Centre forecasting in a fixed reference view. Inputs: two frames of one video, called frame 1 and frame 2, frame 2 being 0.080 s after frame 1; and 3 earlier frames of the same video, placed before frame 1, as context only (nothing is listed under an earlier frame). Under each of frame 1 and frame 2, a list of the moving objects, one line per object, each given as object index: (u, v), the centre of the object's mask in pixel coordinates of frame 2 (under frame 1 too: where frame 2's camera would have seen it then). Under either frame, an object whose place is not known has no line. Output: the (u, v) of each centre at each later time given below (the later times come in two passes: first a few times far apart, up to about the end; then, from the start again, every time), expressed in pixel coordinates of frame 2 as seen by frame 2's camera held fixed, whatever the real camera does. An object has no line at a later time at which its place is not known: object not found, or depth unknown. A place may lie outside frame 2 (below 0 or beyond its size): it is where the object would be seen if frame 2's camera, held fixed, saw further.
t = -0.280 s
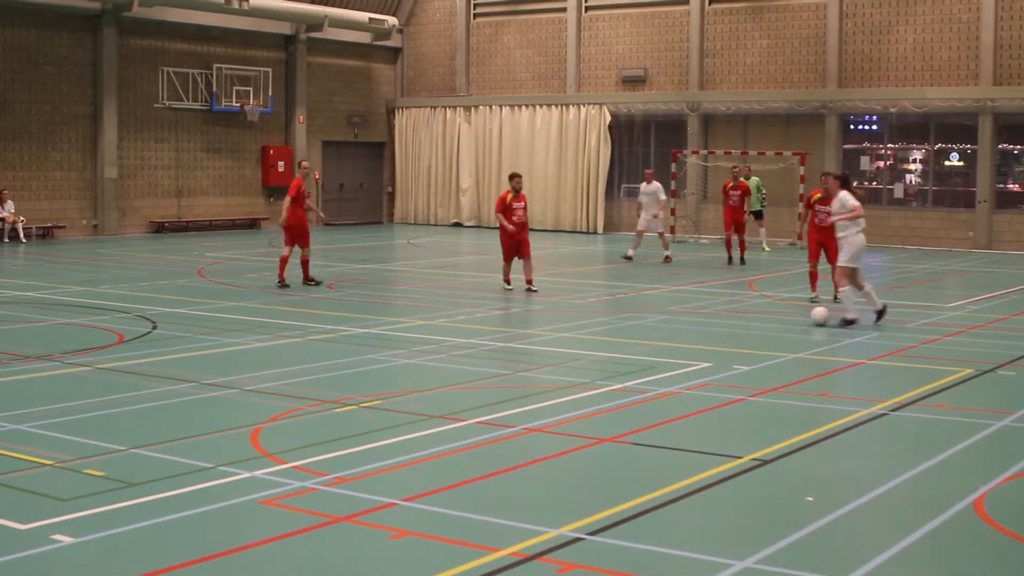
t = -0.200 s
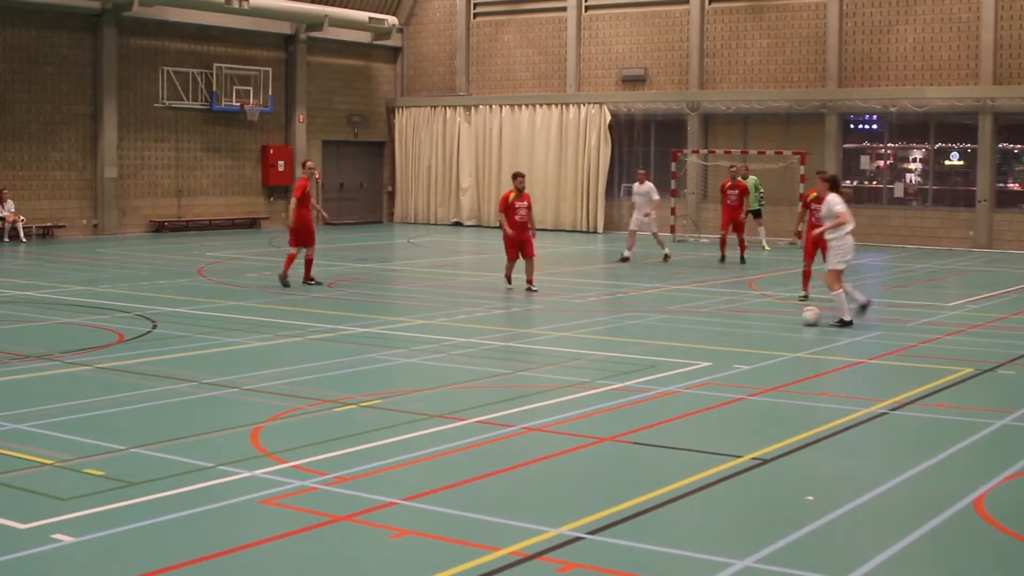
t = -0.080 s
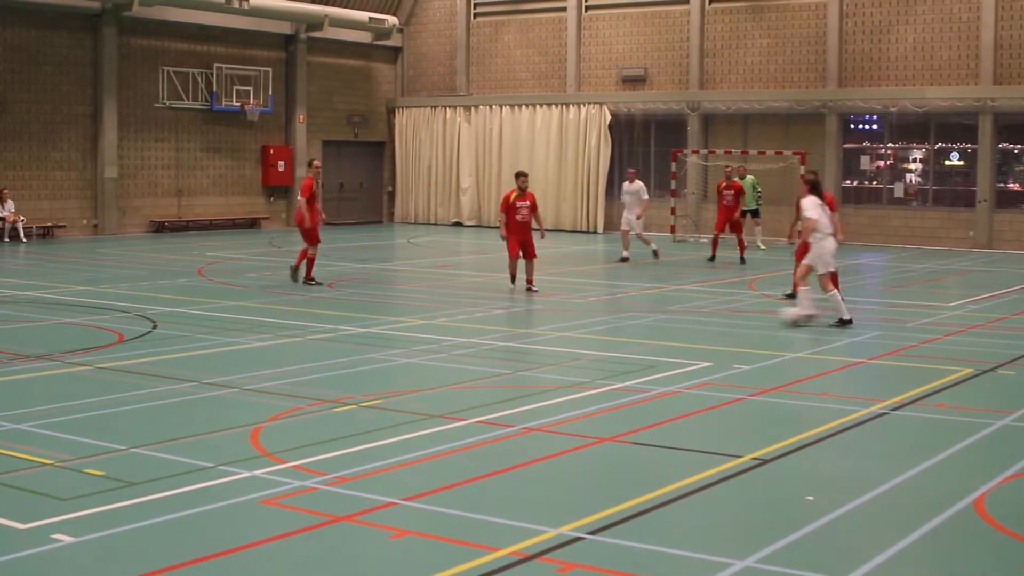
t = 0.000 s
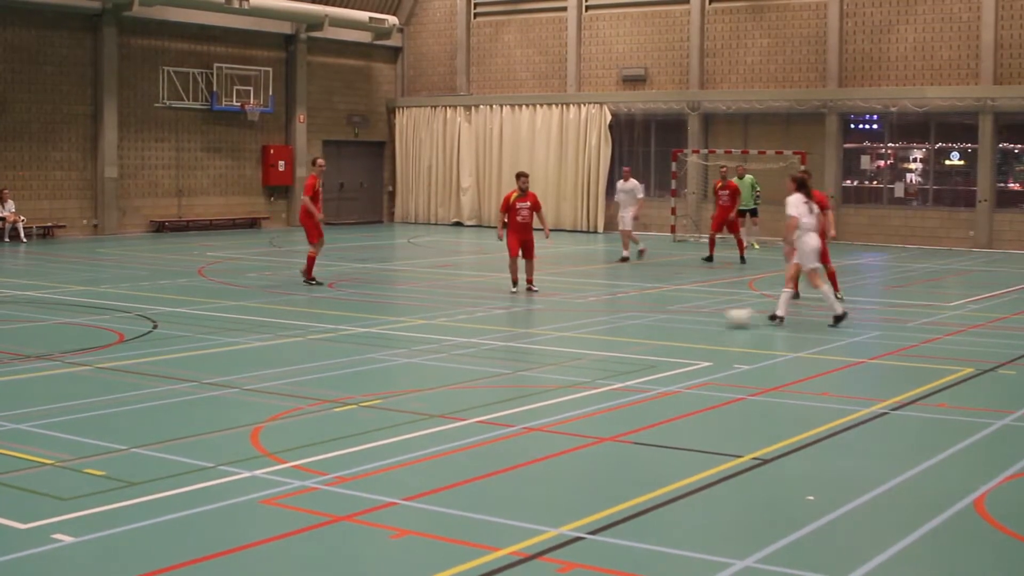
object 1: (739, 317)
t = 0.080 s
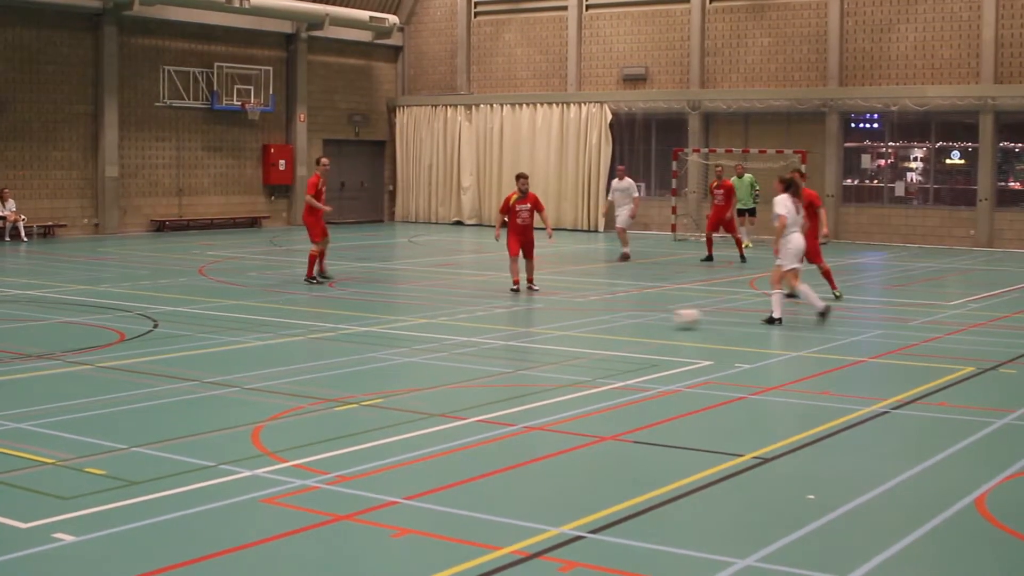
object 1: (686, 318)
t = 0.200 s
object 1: (611, 321)
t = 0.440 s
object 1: (473, 328)
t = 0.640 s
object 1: (371, 332)
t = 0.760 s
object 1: (316, 334)
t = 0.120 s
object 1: (661, 319)
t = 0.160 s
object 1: (634, 320)
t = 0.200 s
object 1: (611, 321)
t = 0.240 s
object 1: (587, 323)
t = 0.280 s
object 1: (564, 324)
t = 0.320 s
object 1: (540, 325)
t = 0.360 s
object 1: (516, 325)
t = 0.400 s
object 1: (494, 326)
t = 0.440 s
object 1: (473, 328)
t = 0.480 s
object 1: (454, 327)
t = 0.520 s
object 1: (430, 328)
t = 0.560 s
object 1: (411, 330)
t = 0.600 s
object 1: (392, 331)
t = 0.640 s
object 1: (371, 332)
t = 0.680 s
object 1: (352, 333)
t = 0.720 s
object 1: (333, 333)
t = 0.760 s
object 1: (316, 334)
